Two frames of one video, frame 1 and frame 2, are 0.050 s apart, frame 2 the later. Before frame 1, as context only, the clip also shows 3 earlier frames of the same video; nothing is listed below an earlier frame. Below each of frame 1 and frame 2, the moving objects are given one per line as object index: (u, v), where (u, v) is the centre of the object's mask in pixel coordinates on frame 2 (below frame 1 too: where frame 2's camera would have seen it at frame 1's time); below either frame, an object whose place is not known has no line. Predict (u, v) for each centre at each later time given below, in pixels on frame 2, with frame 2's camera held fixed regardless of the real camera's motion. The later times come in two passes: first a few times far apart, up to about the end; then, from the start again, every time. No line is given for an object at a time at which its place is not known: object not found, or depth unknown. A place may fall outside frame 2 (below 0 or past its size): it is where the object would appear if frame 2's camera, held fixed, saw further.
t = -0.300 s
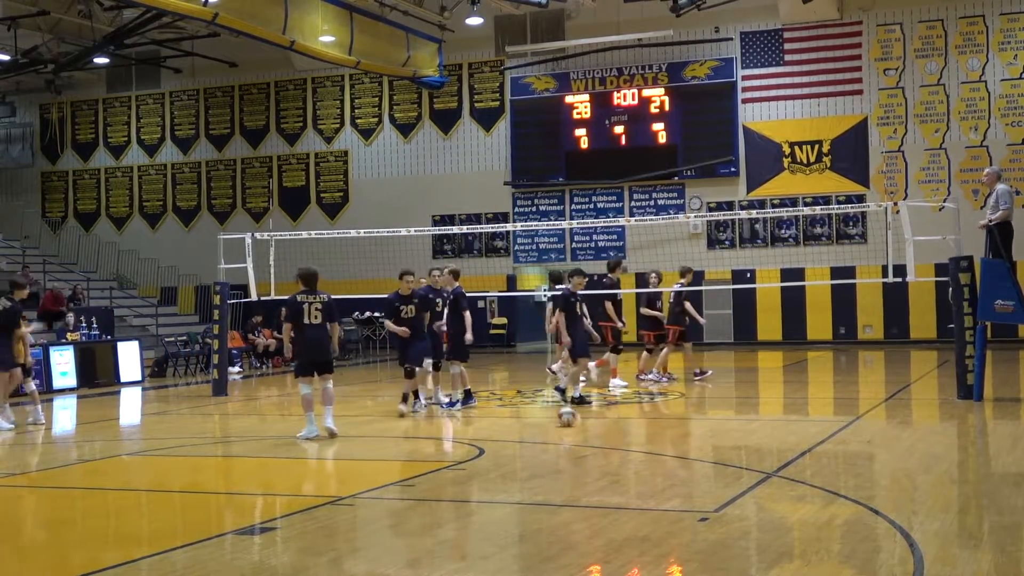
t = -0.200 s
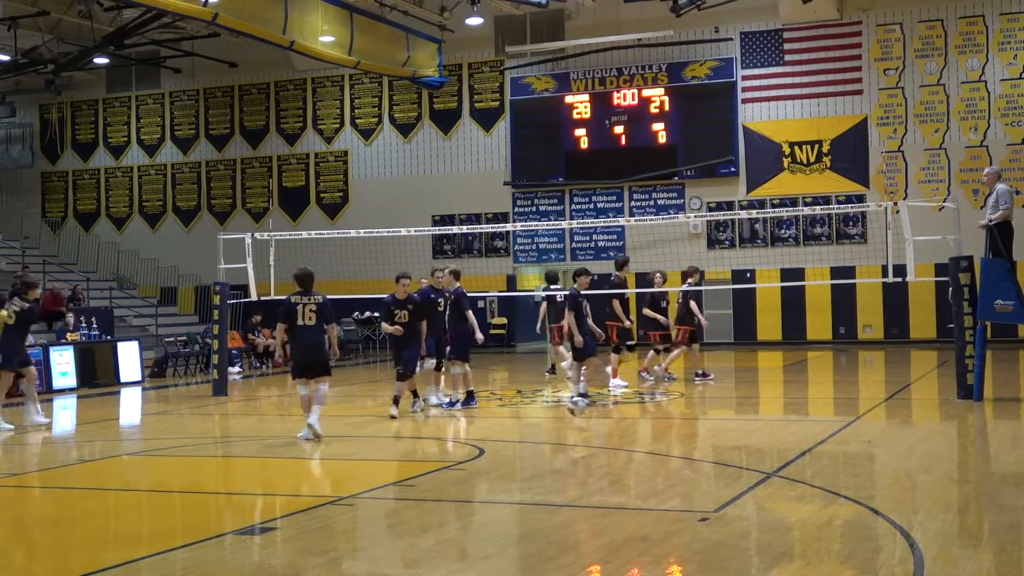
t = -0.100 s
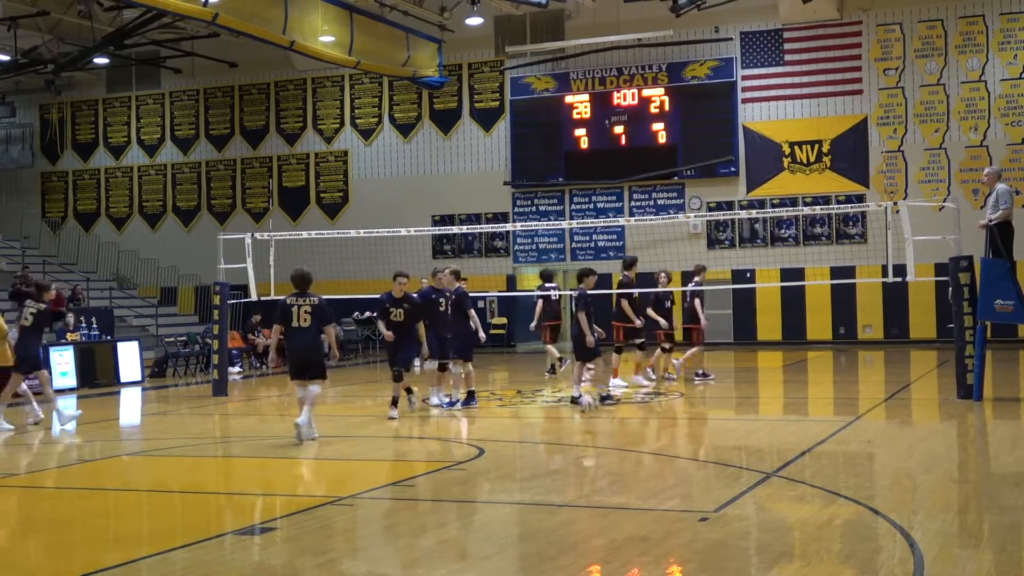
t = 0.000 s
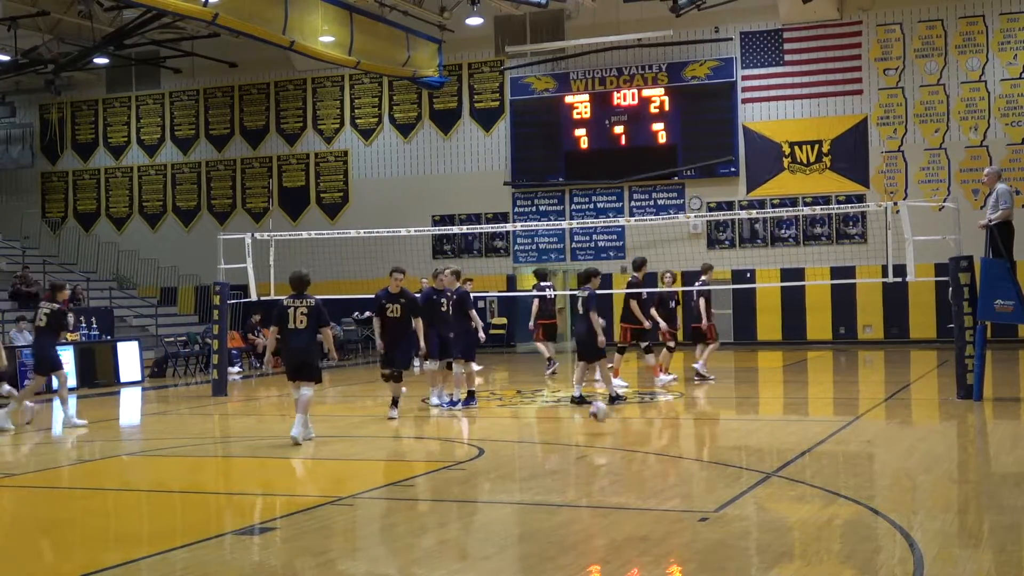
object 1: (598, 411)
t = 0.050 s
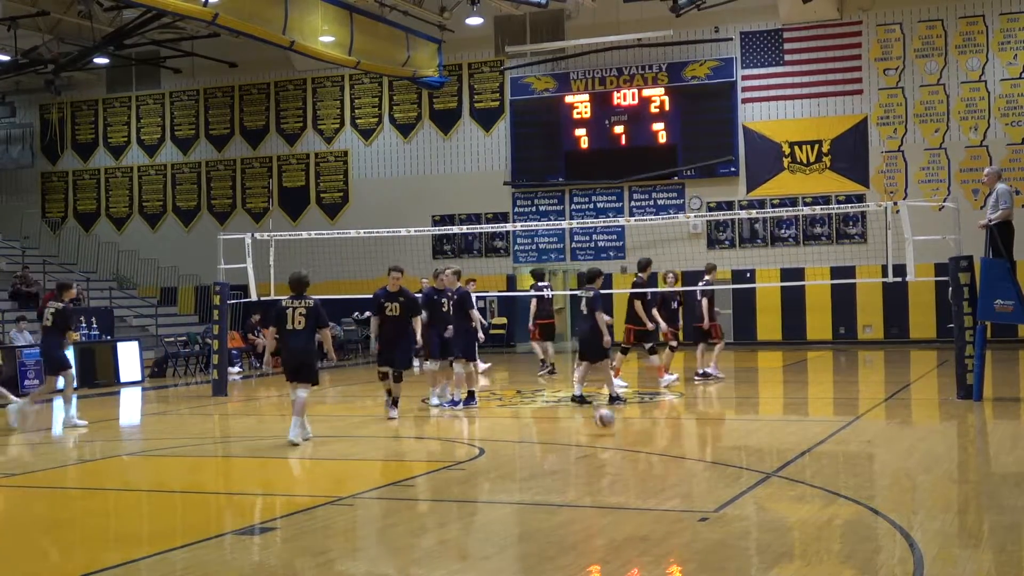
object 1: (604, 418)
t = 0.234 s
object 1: (626, 416)
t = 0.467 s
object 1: (657, 429)
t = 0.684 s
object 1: (686, 440)
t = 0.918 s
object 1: (720, 447)
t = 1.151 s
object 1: (758, 452)
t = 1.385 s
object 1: (800, 461)
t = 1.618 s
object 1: (847, 472)
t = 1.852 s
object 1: (896, 481)
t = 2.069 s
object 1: (946, 492)
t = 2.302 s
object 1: (1004, 504)
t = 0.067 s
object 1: (607, 422)
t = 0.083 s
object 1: (610, 425)
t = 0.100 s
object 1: (611, 423)
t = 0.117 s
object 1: (613, 422)
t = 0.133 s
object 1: (615, 419)
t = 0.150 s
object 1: (617, 418)
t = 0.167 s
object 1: (619, 417)
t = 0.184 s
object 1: (622, 416)
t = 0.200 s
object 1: (623, 416)
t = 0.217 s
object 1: (624, 416)
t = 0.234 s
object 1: (626, 416)
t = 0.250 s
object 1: (628, 416)
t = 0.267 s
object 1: (632, 415)
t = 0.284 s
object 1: (634, 417)
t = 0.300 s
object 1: (636, 418)
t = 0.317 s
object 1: (638, 419)
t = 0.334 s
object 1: (640, 421)
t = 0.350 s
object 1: (642, 423)
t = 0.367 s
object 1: (644, 426)
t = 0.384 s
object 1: (646, 429)
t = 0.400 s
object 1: (649, 432)
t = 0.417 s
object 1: (651, 434)
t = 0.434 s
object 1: (653, 432)
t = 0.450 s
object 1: (655, 429)
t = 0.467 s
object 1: (657, 429)
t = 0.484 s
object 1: (659, 427)
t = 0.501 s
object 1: (661, 426)
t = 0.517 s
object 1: (663, 426)
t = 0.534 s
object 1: (666, 426)
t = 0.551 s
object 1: (668, 427)
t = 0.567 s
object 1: (670, 427)
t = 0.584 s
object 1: (672, 428)
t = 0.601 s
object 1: (675, 429)
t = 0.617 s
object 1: (677, 430)
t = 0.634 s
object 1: (679, 433)
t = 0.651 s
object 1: (682, 435)
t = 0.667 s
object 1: (684, 437)
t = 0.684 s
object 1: (686, 440)
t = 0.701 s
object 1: (689, 441)
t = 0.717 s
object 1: (691, 439)
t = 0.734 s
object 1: (693, 439)
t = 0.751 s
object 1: (696, 438)
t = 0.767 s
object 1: (698, 438)
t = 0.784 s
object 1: (700, 438)
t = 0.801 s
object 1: (702, 438)
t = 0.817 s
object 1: (705, 439)
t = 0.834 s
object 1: (708, 440)
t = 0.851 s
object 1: (711, 441)
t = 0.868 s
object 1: (713, 442)
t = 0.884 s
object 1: (716, 445)
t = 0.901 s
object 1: (718, 447)
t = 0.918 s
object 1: (720, 447)
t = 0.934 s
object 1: (723, 447)
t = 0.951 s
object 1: (726, 447)
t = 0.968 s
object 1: (728, 447)
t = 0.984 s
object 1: (731, 446)
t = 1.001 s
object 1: (734, 446)
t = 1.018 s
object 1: (737, 447)
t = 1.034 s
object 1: (740, 448)
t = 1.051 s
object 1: (742, 449)
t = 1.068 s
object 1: (745, 451)
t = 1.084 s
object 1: (748, 453)
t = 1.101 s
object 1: (751, 453)
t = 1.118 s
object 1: (754, 452)
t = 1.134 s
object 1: (756, 452)
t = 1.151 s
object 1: (758, 452)
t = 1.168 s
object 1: (761, 452)
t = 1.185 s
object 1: (764, 452)
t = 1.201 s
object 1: (767, 453)
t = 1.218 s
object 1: (771, 454)
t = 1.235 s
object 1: (774, 457)
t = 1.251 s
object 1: (777, 458)
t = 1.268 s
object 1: (779, 459)
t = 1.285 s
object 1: (782, 458)
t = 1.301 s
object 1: (785, 458)
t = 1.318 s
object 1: (789, 457)
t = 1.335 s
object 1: (792, 458)
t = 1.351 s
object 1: (794, 458)
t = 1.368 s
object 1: (798, 459)
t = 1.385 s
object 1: (800, 461)
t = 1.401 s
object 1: (803, 462)
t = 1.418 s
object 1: (807, 464)
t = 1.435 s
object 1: (809, 464)
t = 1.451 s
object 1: (813, 464)
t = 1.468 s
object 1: (816, 465)
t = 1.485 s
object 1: (820, 465)
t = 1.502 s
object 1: (822, 465)
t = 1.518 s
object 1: (826, 468)
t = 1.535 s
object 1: (830, 469)
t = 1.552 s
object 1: (832, 469)
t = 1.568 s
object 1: (836, 470)
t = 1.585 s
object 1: (840, 470)
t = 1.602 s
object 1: (843, 470)
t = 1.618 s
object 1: (847, 472)
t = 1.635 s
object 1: (851, 473)
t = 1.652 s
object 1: (853, 474)
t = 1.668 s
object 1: (856, 474)
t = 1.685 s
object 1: (860, 474)
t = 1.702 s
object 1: (864, 475)
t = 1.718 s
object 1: (867, 476)
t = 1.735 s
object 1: (870, 477)
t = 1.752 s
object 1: (873, 478)
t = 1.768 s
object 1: (878, 478)
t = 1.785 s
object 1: (881, 479)
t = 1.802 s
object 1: (884, 480)
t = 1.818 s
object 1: (888, 480)
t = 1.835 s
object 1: (892, 481)
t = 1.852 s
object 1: (896, 481)
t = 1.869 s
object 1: (900, 483)
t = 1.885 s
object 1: (903, 484)
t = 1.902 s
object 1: (907, 484)
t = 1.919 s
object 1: (910, 485)
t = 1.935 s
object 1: (914, 486)
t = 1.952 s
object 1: (918, 486)
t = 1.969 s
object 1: (922, 488)
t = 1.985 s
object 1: (926, 487)
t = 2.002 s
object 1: (930, 489)
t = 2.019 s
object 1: (933, 490)
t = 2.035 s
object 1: (938, 490)
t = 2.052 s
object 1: (942, 491)
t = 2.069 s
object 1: (946, 492)
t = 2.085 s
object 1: (950, 493)
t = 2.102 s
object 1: (954, 493)
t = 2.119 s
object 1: (959, 494)
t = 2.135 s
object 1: (963, 495)
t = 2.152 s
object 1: (968, 495)
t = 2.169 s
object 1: (972, 497)
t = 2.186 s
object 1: (975, 497)
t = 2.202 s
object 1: (979, 498)
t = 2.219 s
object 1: (982, 498)
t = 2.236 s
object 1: (988, 499)
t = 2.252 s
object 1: (992, 500)
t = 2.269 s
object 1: (996, 501)
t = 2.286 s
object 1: (1001, 502)
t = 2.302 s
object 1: (1004, 504)
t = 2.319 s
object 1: (1008, 504)
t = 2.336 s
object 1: (1011, 505)
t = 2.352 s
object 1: (1014, 505)
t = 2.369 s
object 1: (1016, 506)
